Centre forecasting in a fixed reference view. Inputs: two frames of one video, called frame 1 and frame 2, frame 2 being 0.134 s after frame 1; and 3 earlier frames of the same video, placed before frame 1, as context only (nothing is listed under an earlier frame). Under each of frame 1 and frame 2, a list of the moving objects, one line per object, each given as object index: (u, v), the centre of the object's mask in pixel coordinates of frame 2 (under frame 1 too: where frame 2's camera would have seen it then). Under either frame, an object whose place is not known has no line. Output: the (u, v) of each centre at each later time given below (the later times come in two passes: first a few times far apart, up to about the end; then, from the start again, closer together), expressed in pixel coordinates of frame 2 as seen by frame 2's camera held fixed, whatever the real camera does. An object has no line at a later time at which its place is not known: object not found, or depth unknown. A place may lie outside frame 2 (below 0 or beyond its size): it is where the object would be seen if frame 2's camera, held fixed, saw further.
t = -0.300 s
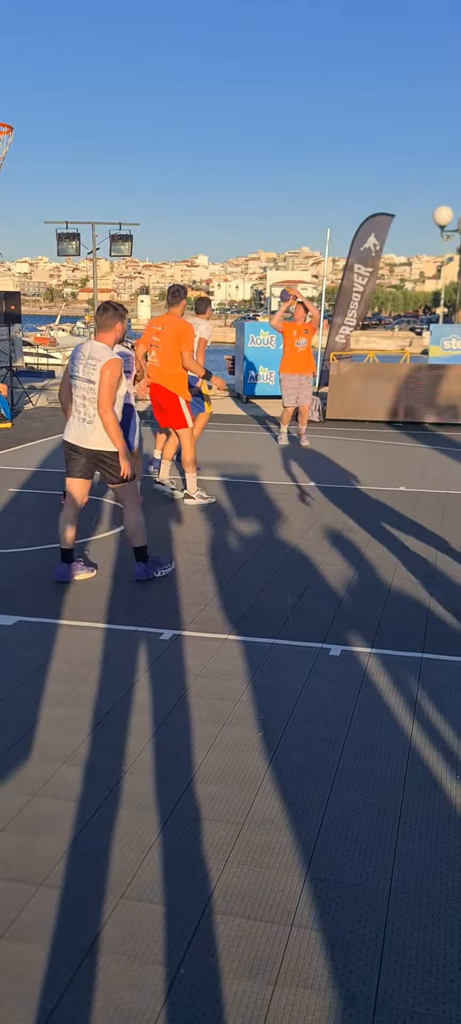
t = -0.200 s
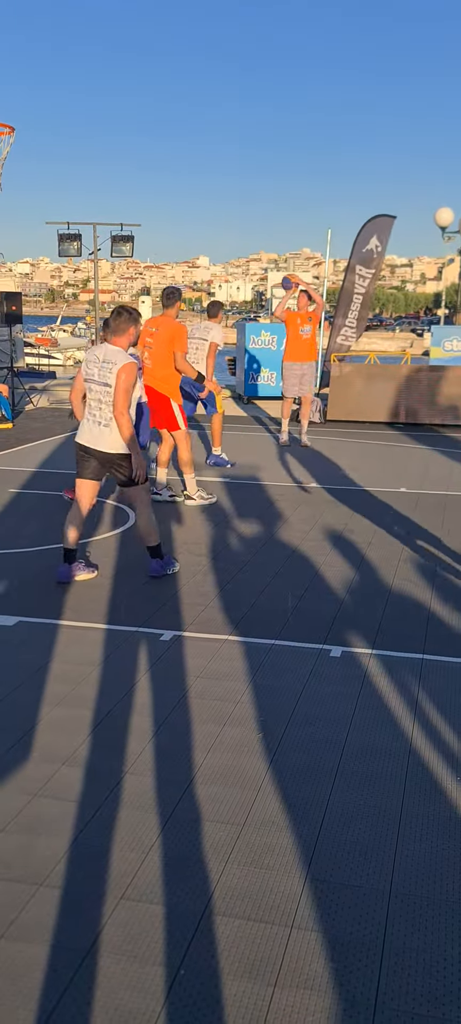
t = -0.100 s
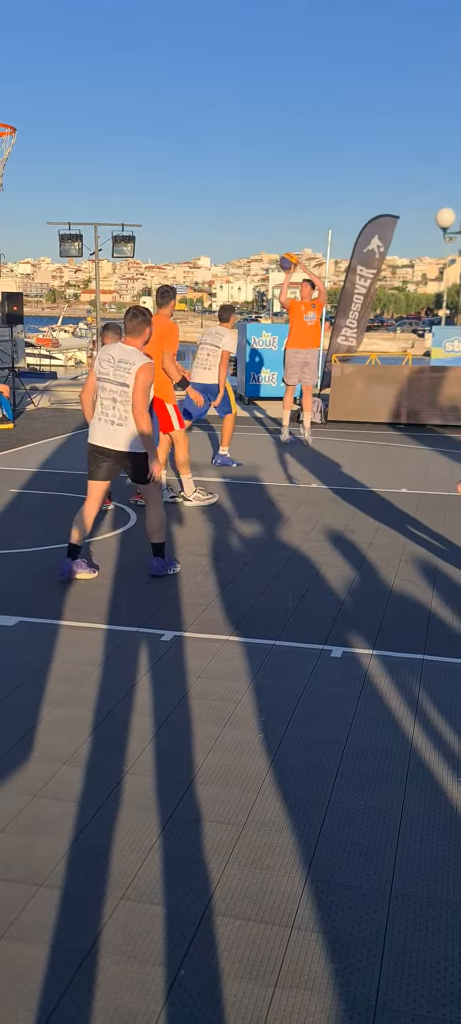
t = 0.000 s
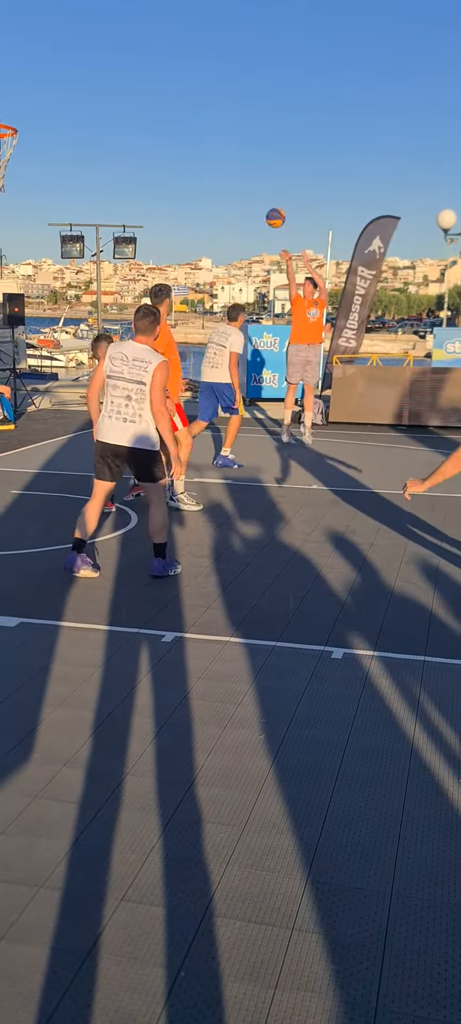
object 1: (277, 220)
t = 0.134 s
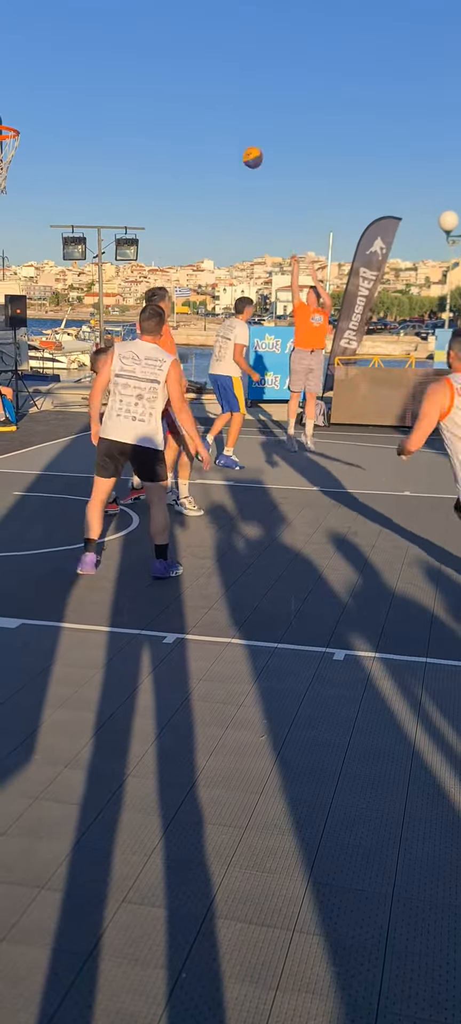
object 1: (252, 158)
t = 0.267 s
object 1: (226, 105)
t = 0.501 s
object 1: (171, 43)
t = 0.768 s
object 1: (96, 35)
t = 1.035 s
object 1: (2, 117)
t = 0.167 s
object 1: (246, 144)
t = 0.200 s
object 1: (240, 130)
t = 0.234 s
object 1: (233, 117)
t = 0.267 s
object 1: (226, 105)
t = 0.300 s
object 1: (219, 94)
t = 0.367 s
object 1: (204, 73)
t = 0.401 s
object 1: (196, 64)
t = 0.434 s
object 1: (188, 56)
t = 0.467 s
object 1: (180, 49)
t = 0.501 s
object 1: (171, 43)
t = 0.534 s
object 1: (163, 37)
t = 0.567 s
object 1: (154, 33)
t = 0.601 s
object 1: (144, 30)
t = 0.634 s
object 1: (135, 28)
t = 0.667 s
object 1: (125, 28)
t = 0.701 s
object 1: (116, 28)
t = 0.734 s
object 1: (106, 31)
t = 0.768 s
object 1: (96, 35)
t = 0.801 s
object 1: (85, 40)
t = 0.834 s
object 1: (74, 47)
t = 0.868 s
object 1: (62, 55)
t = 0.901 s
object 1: (51, 65)
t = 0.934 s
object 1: (39, 77)
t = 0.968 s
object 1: (26, 91)
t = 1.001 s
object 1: (14, 107)
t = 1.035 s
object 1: (2, 117)
